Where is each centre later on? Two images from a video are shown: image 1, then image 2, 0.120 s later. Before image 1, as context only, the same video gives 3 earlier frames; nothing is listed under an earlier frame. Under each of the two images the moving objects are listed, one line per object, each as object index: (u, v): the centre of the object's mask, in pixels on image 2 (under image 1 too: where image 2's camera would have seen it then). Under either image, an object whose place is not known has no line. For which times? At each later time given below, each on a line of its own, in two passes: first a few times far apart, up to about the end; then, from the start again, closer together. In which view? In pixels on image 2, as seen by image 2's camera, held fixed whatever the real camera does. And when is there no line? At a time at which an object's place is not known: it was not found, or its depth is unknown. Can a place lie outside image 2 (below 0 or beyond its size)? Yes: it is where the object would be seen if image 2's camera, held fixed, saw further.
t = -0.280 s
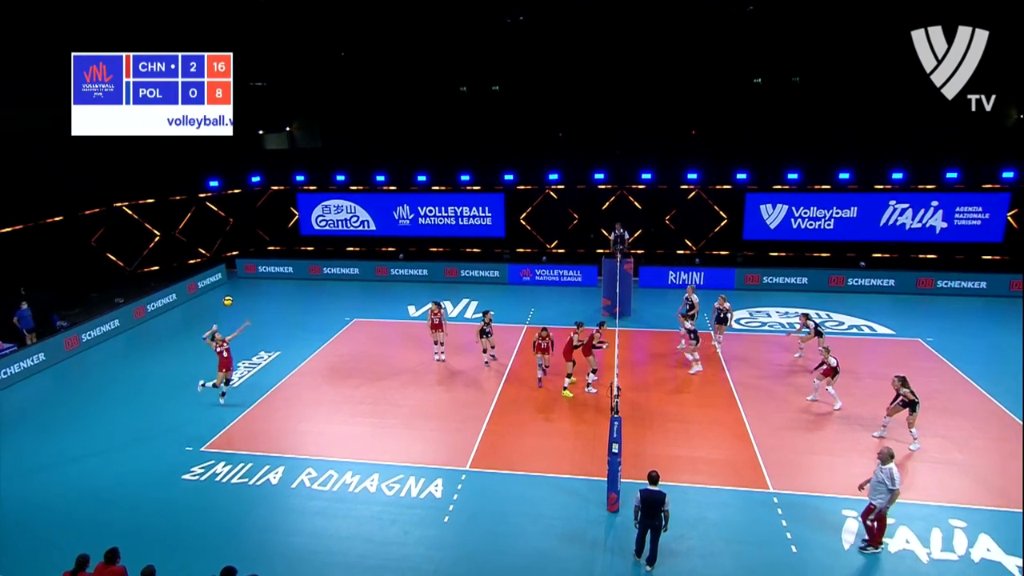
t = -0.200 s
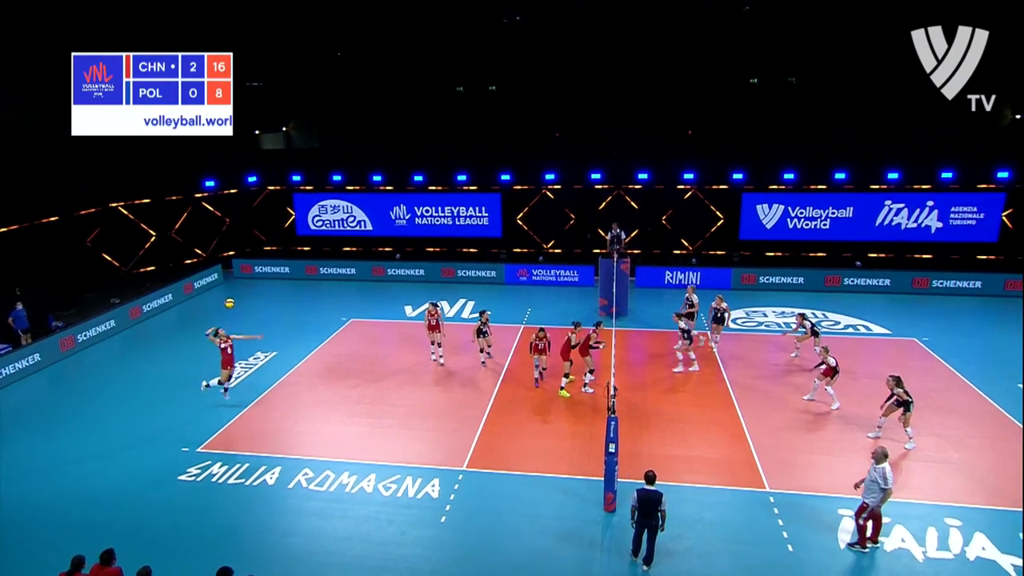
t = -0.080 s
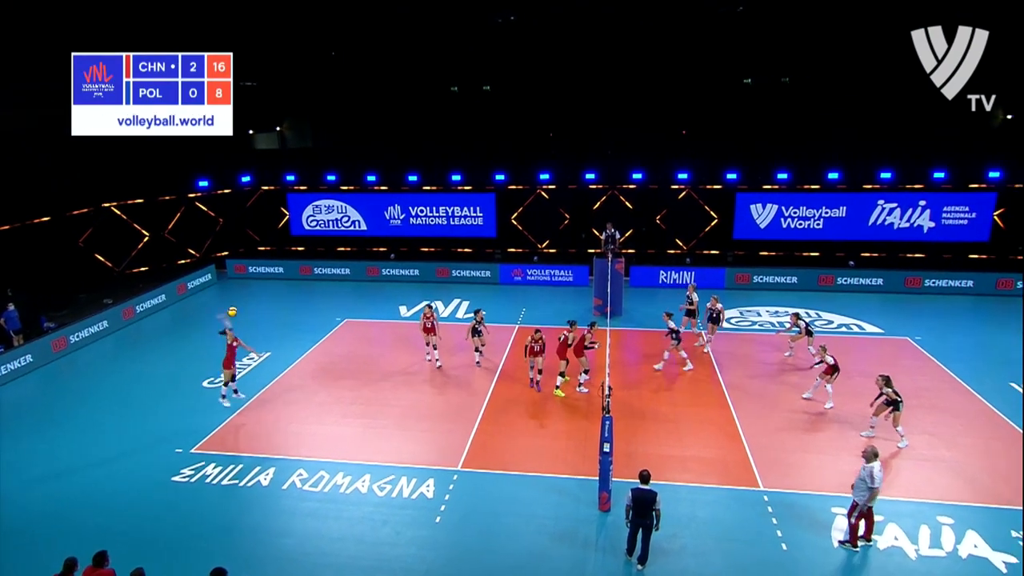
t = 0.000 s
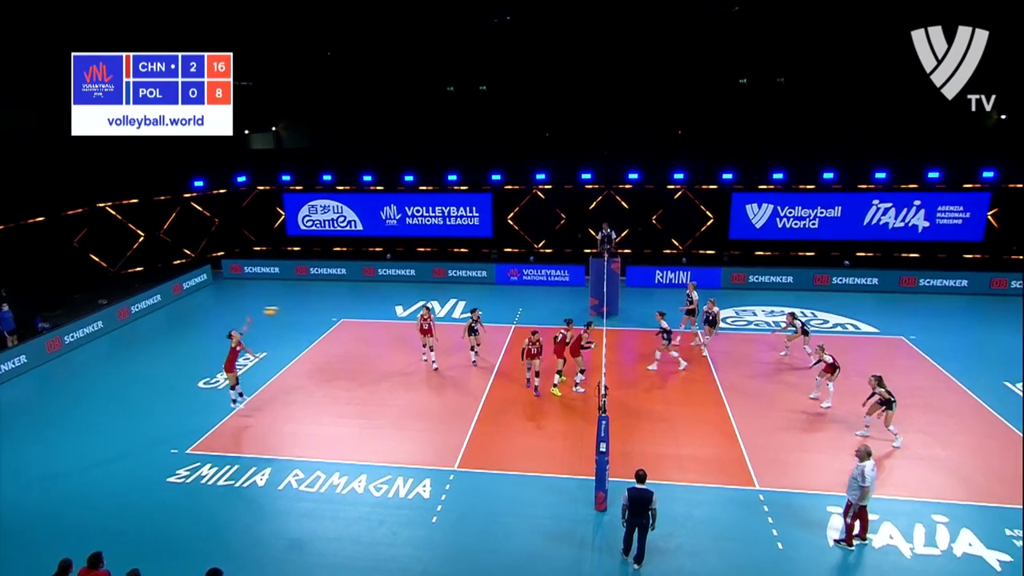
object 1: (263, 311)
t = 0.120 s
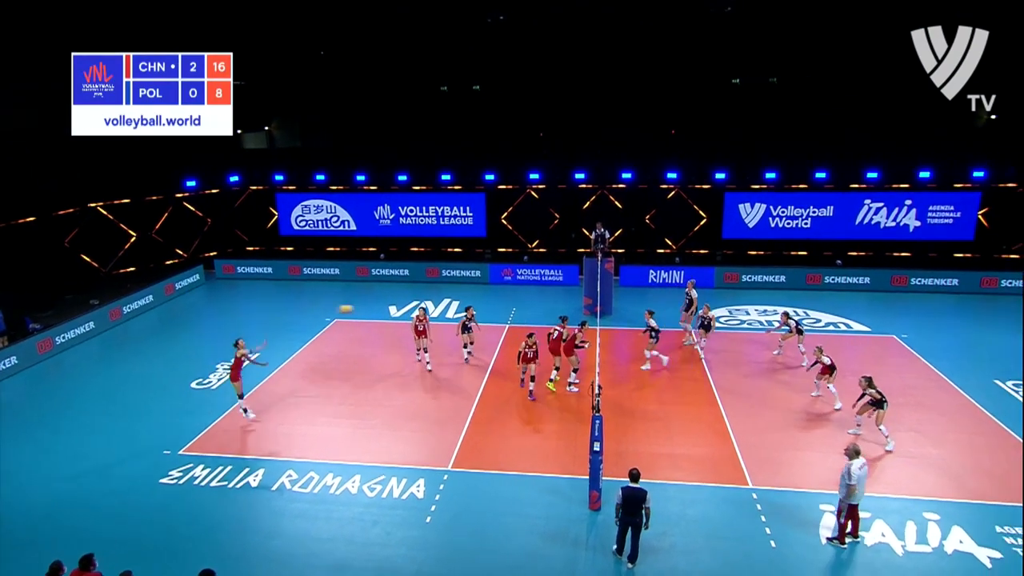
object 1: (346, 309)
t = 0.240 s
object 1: (429, 311)
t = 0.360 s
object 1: (515, 320)
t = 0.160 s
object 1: (373, 310)
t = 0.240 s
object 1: (429, 311)
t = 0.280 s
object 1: (457, 314)
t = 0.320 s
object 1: (486, 317)
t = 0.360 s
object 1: (515, 320)
